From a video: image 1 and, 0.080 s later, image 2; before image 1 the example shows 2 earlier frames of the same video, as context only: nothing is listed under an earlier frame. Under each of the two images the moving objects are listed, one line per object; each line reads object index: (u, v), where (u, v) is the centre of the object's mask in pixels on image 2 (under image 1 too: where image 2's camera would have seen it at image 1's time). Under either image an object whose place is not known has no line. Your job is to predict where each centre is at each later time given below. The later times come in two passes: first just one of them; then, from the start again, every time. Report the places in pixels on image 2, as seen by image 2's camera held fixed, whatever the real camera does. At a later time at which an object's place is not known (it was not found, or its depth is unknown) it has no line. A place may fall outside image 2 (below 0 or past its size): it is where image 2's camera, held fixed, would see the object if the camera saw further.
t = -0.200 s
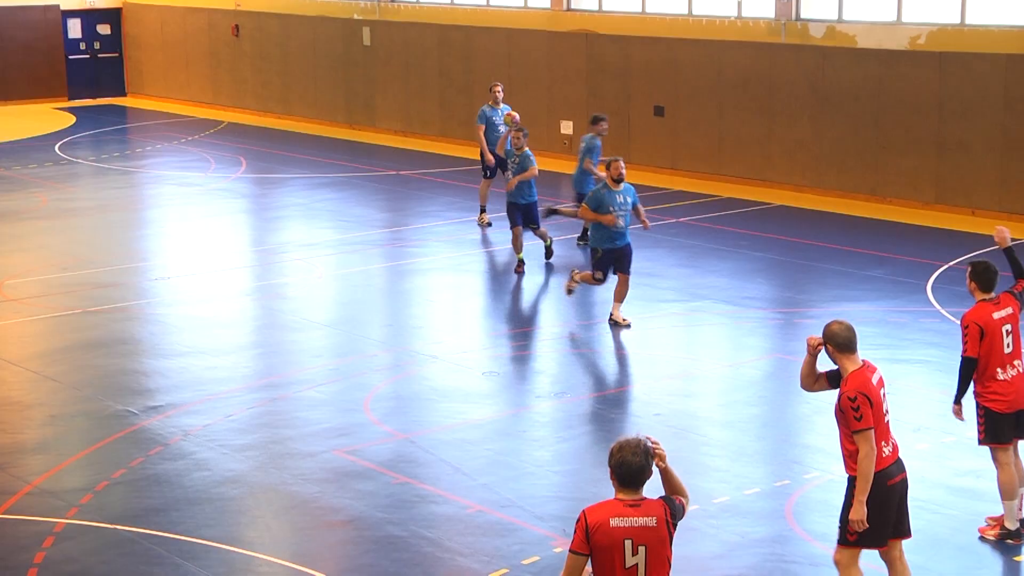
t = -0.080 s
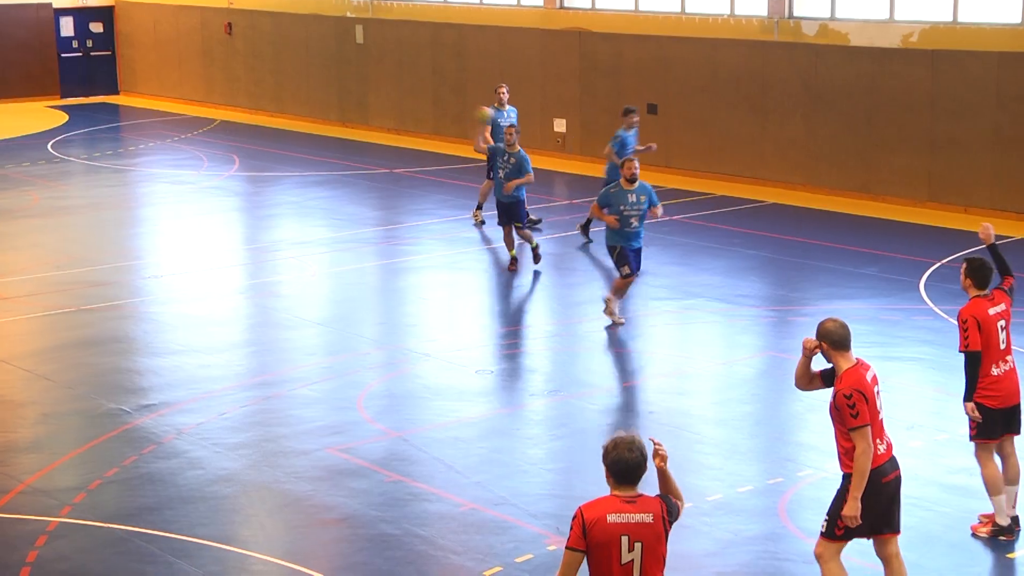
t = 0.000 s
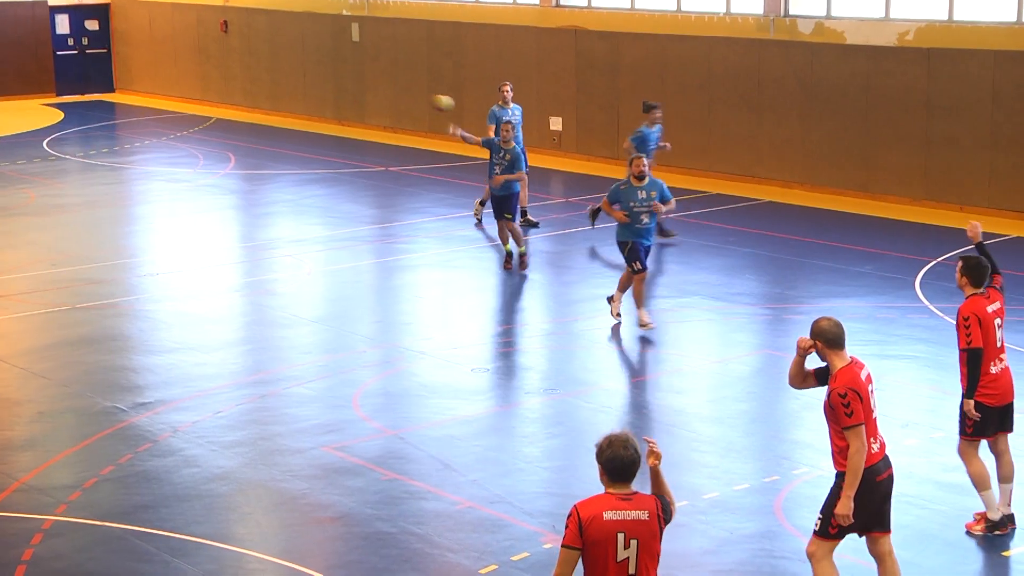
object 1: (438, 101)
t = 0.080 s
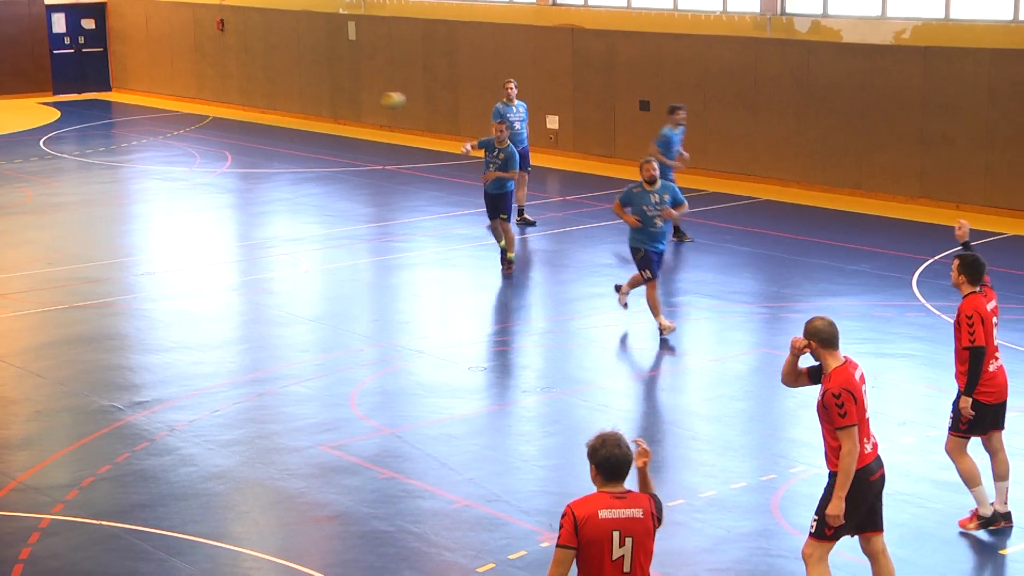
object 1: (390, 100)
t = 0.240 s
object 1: (288, 113)
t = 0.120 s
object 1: (366, 100)
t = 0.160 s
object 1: (340, 103)
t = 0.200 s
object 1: (314, 107)
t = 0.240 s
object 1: (288, 113)
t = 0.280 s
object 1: (256, 122)
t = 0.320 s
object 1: (228, 131)
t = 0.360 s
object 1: (198, 143)
